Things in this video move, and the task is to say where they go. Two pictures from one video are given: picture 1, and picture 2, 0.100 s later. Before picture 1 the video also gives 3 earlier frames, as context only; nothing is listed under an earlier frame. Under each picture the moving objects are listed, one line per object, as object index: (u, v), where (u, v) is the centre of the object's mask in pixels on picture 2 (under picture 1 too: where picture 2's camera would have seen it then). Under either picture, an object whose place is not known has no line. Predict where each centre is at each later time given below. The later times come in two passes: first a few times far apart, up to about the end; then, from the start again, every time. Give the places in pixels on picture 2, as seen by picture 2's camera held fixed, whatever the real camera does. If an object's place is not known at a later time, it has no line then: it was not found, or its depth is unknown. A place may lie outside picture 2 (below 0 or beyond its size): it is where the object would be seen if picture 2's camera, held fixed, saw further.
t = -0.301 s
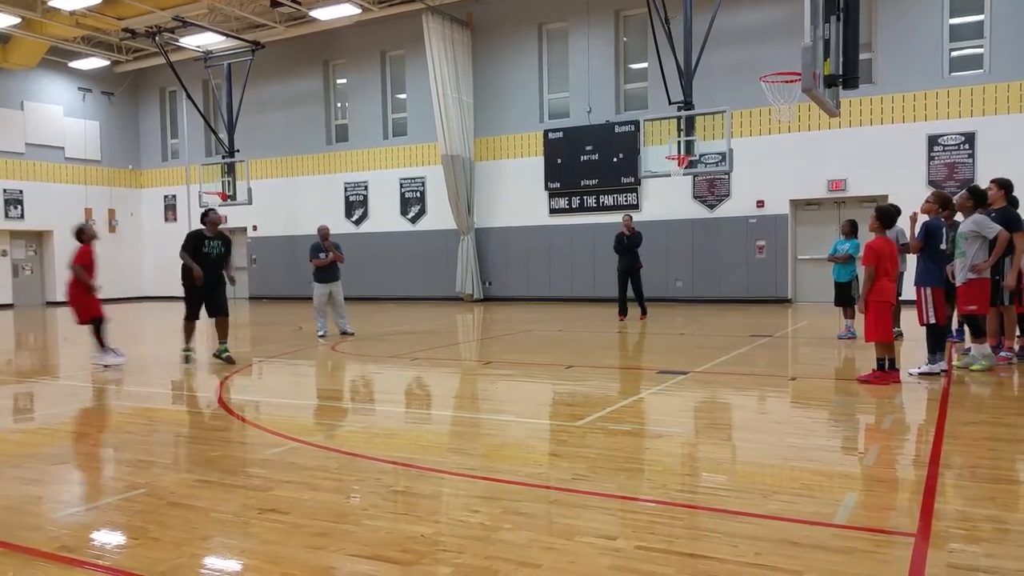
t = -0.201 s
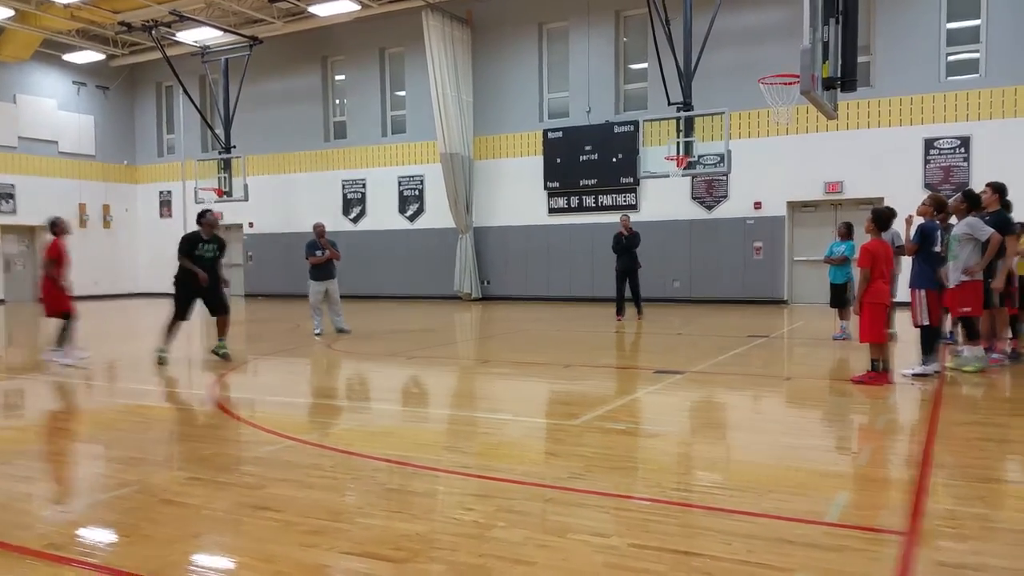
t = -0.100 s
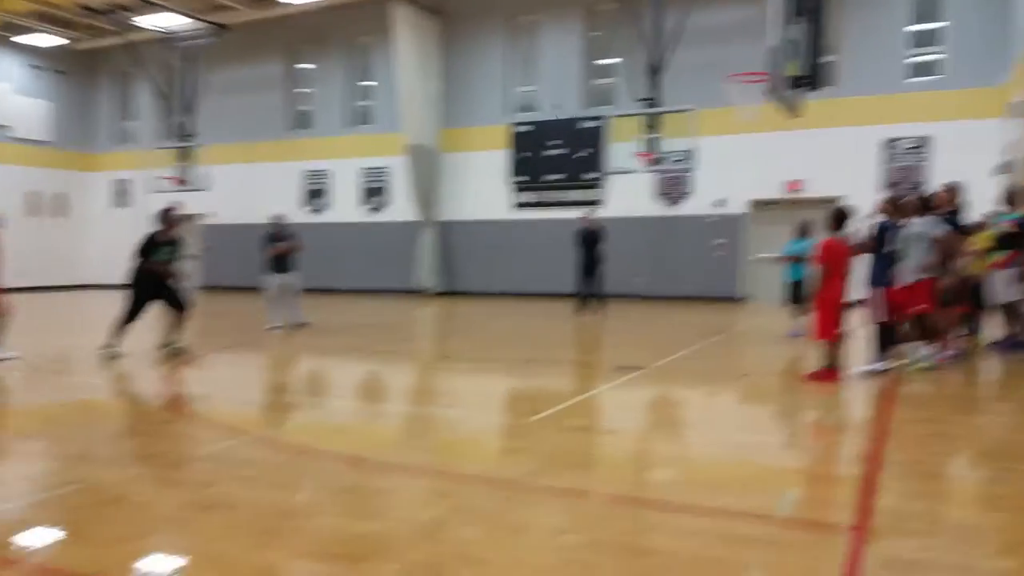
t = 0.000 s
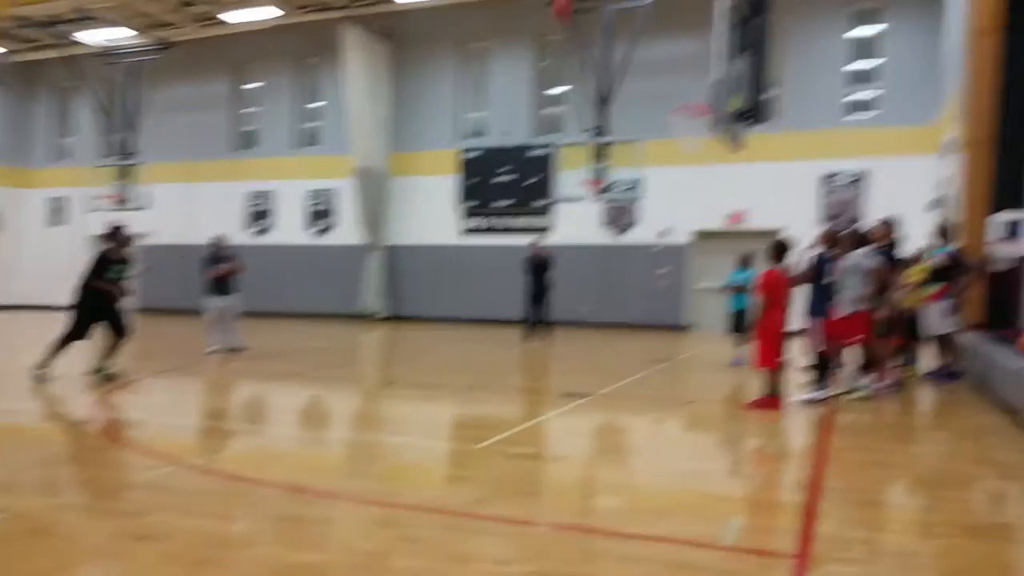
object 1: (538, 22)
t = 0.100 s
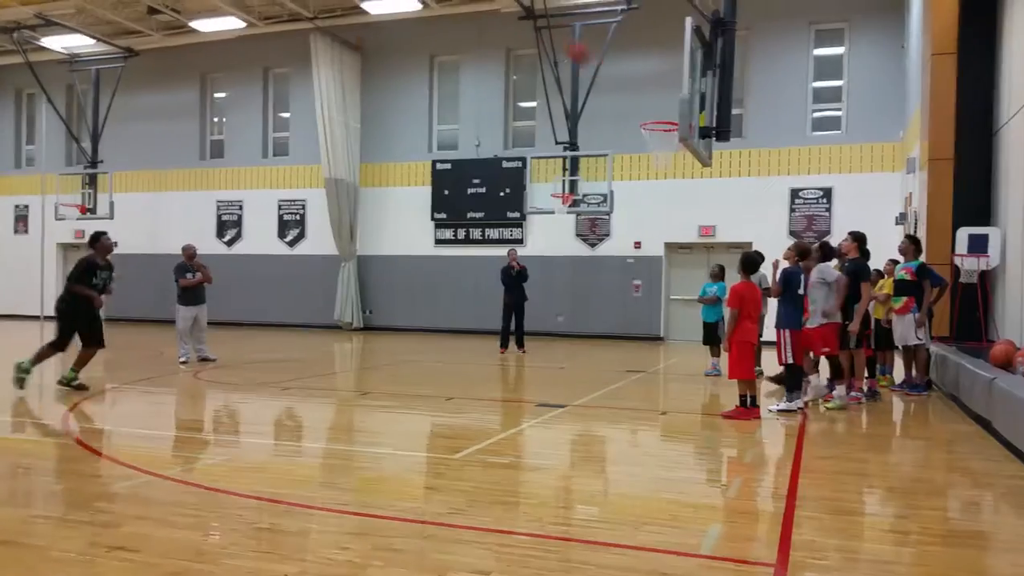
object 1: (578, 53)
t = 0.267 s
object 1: (652, 114)
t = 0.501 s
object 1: (672, 147)
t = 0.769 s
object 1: (650, 174)
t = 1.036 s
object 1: (629, 250)
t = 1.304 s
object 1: (608, 375)
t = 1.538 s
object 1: (599, 296)
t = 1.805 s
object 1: (588, 257)
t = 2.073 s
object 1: (576, 281)
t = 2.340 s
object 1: (562, 374)
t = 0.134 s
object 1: (593, 64)
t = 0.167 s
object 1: (609, 77)
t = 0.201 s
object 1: (624, 90)
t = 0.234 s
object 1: (639, 104)
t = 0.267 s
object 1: (652, 114)
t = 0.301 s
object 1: (669, 135)
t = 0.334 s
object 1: (677, 145)
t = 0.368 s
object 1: (678, 146)
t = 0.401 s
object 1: (676, 146)
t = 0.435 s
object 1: (675, 146)
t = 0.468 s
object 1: (673, 146)
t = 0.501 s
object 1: (672, 147)
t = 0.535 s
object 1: (669, 150)
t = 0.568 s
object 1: (667, 153)
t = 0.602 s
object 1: (664, 156)
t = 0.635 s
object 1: (660, 159)
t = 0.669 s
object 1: (658, 162)
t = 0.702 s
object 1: (655, 164)
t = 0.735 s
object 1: (652, 169)
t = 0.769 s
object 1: (650, 174)
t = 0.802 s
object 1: (647, 180)
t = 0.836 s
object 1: (645, 188)
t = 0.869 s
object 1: (642, 195)
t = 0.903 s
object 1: (639, 204)
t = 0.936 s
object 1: (637, 213)
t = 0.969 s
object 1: (634, 224)
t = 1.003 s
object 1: (632, 237)
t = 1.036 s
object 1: (629, 250)
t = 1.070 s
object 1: (627, 265)
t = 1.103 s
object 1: (624, 279)
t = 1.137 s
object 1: (622, 295)
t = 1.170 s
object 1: (619, 311)
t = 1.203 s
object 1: (615, 328)
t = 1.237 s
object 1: (614, 348)
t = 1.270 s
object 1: (611, 368)
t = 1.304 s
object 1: (608, 375)
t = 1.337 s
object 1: (607, 362)
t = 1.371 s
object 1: (606, 348)
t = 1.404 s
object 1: (604, 335)
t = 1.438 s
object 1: (603, 325)
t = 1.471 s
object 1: (602, 314)
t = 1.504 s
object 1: (601, 305)
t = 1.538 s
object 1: (599, 296)
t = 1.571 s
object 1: (598, 288)
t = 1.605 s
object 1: (596, 281)
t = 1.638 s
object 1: (595, 274)
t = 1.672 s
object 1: (594, 270)
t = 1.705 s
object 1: (593, 265)
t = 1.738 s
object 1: (591, 262)
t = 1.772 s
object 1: (590, 259)
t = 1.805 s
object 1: (588, 257)
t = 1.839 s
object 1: (587, 257)
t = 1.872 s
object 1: (585, 257)
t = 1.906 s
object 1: (584, 259)
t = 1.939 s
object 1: (582, 261)
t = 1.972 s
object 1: (581, 265)
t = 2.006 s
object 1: (579, 270)
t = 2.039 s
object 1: (577, 274)
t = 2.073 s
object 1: (576, 281)
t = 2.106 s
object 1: (574, 289)
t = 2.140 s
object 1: (573, 297)
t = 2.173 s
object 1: (571, 307)
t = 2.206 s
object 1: (568, 318)
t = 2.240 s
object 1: (567, 330)
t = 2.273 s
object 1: (566, 343)
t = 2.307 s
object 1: (564, 359)
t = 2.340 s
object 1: (562, 374)
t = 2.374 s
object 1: (560, 386)
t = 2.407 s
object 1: (559, 377)
